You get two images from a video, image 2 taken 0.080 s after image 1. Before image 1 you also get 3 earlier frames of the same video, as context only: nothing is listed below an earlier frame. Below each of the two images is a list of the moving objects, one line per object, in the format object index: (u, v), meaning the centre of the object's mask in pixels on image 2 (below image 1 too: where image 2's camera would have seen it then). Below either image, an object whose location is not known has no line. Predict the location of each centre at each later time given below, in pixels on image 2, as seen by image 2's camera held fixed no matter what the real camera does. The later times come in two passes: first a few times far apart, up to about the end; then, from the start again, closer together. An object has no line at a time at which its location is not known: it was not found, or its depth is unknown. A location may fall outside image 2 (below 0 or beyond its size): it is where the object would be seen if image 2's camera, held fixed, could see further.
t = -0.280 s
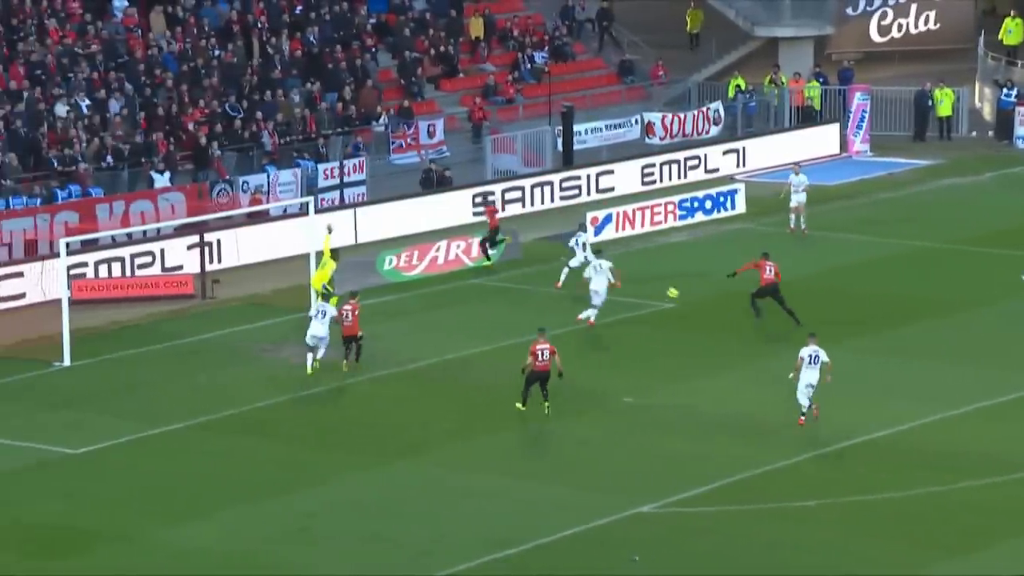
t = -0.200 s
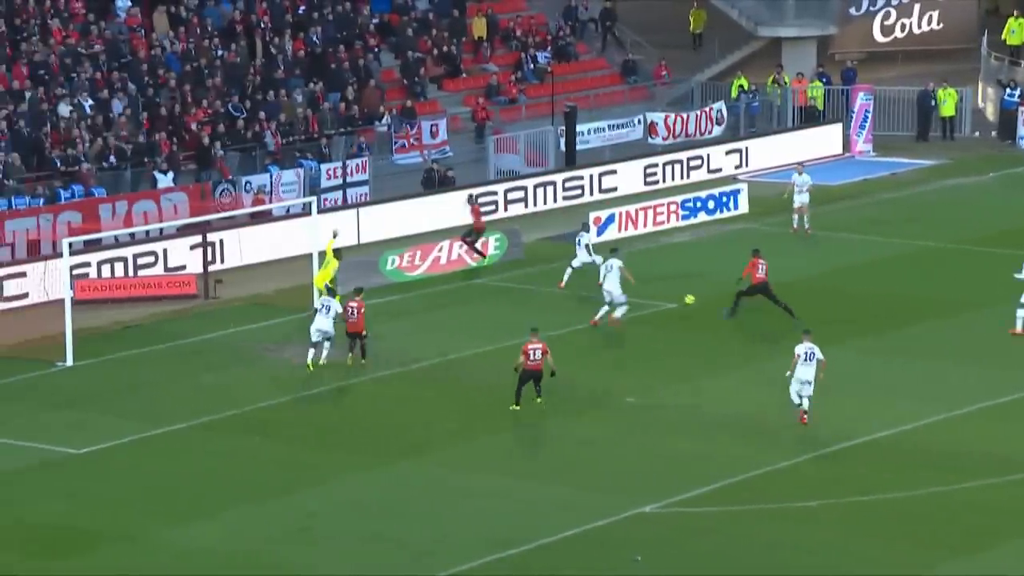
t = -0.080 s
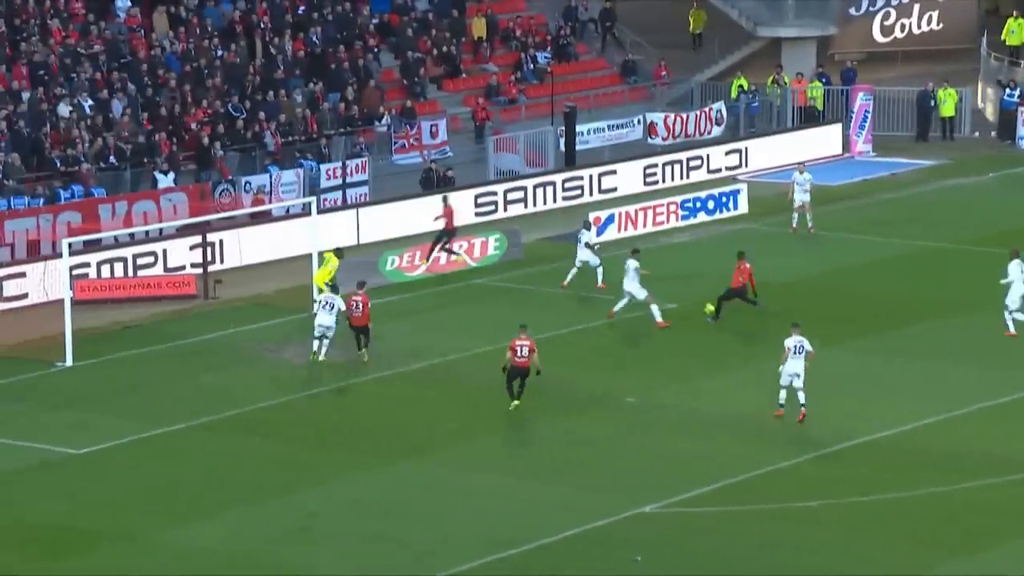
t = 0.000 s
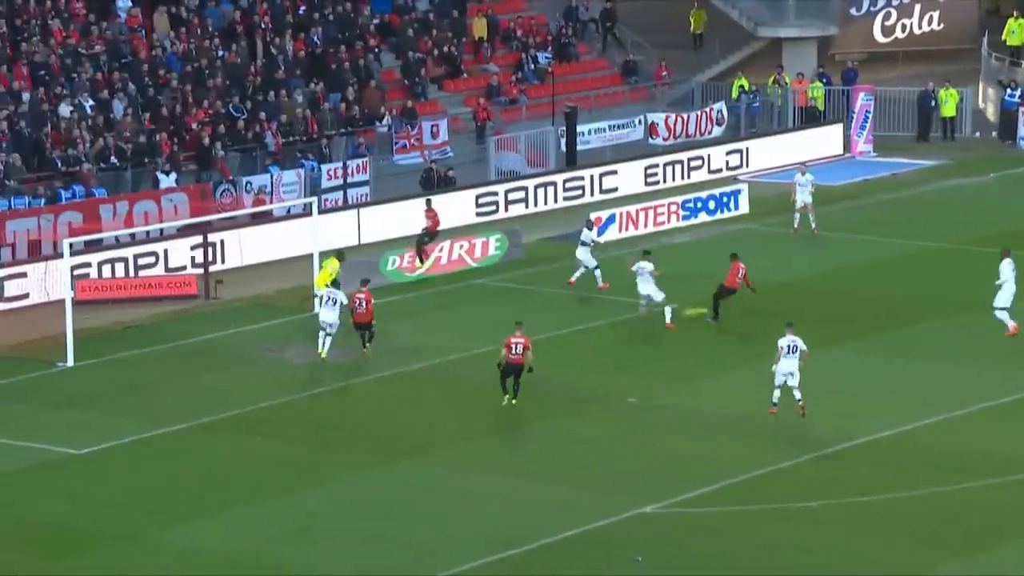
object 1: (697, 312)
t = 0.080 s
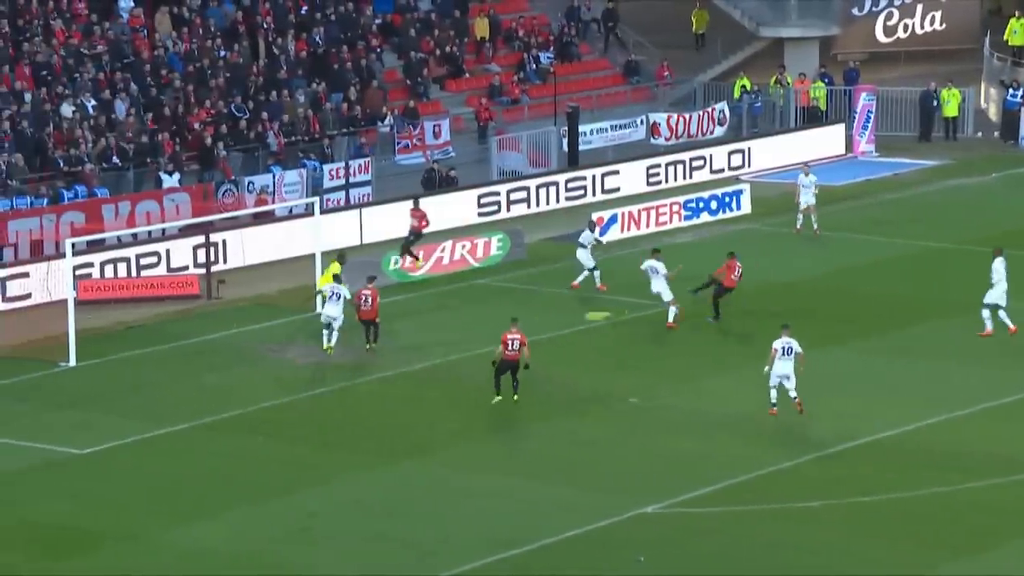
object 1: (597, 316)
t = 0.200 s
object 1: (463, 320)
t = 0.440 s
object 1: (227, 336)
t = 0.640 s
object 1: (57, 348)
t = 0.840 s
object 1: (-3, 328)
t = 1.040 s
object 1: (19, 305)
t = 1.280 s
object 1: (58, 303)
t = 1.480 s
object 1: (94, 318)
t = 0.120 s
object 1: (549, 318)
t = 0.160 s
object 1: (499, 318)
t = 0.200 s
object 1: (463, 320)
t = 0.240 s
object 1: (421, 323)
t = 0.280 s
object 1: (376, 326)
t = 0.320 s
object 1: (337, 326)
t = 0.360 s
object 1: (302, 330)
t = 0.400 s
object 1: (263, 333)
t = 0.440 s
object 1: (227, 336)
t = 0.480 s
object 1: (191, 338)
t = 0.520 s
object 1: (155, 341)
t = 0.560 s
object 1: (122, 345)
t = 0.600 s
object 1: (90, 346)
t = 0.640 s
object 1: (57, 348)
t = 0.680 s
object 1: (24, 352)
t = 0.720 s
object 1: (4, 350)
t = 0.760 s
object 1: (-3, 342)
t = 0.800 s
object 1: (-4, 334)
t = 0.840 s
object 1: (-3, 328)
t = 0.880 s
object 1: (0, 320)
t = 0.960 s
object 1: (10, 311)
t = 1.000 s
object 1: (13, 308)
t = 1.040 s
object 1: (19, 305)
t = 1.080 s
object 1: (25, 303)
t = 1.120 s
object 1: (30, 302)
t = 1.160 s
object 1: (36, 301)
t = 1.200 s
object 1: (42, 301)
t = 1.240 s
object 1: (51, 302)
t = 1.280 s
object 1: (58, 303)
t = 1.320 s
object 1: (62, 303)
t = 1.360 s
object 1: (75, 307)
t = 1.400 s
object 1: (81, 309)
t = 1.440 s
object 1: (87, 313)
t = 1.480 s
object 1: (94, 318)
